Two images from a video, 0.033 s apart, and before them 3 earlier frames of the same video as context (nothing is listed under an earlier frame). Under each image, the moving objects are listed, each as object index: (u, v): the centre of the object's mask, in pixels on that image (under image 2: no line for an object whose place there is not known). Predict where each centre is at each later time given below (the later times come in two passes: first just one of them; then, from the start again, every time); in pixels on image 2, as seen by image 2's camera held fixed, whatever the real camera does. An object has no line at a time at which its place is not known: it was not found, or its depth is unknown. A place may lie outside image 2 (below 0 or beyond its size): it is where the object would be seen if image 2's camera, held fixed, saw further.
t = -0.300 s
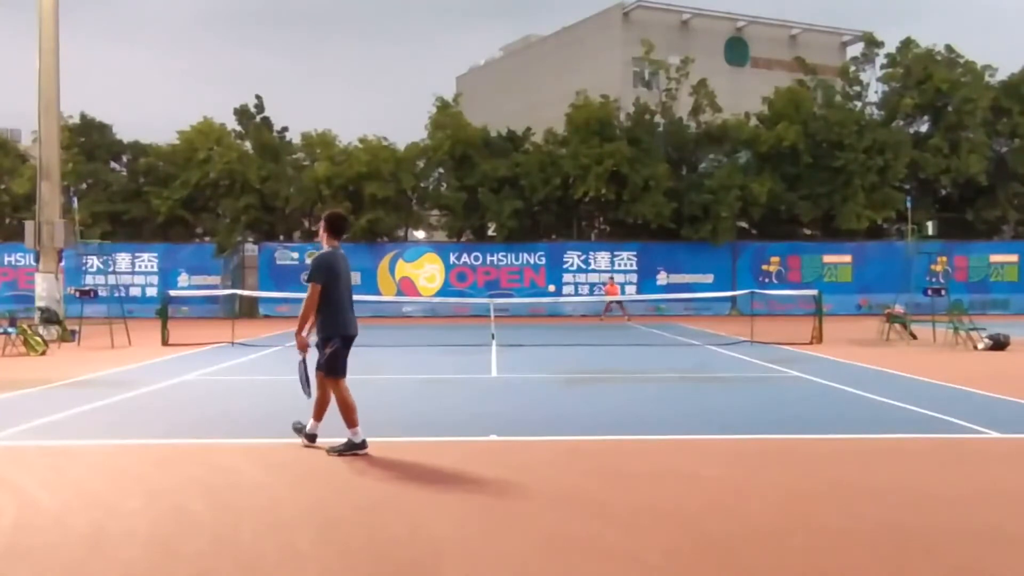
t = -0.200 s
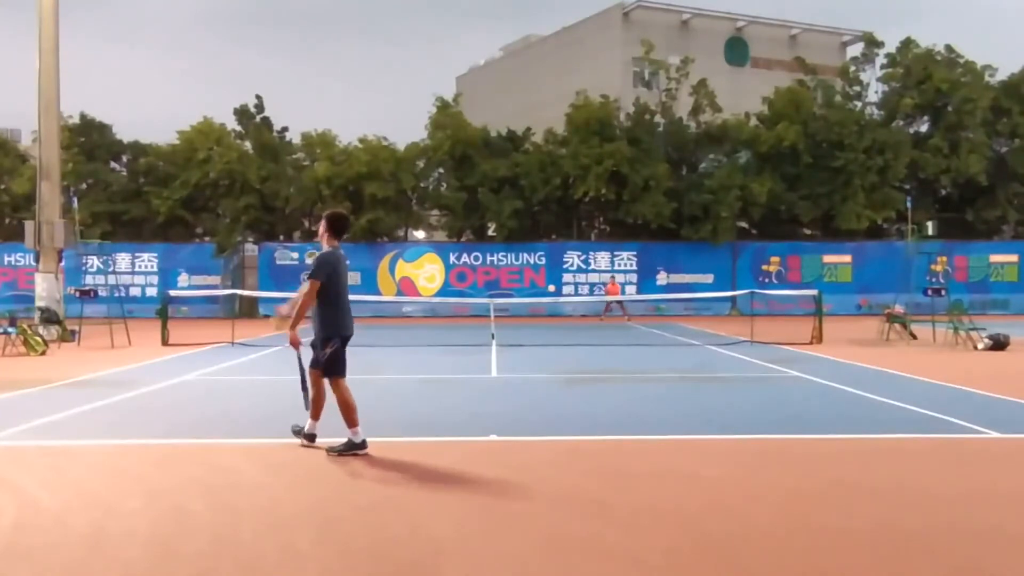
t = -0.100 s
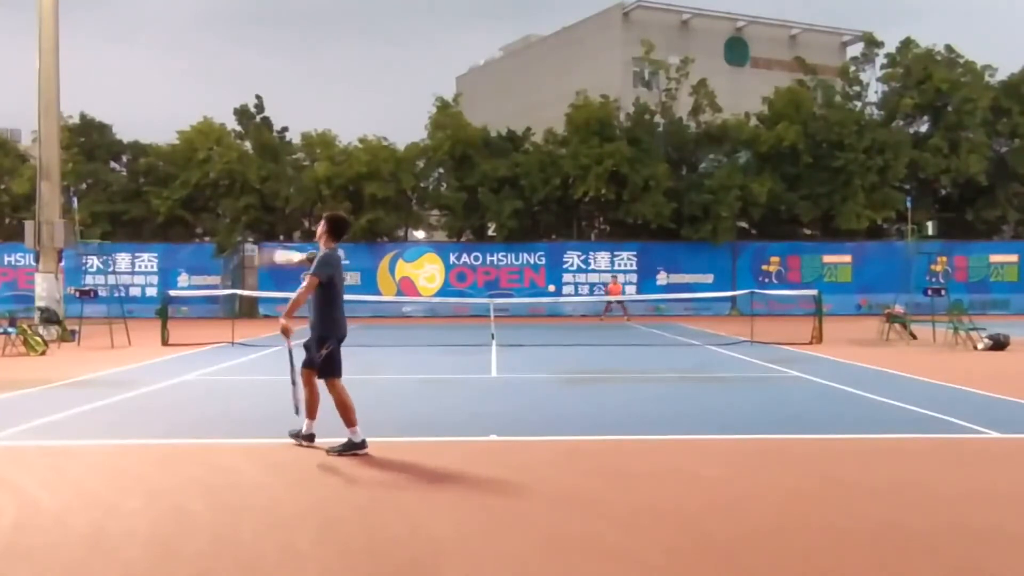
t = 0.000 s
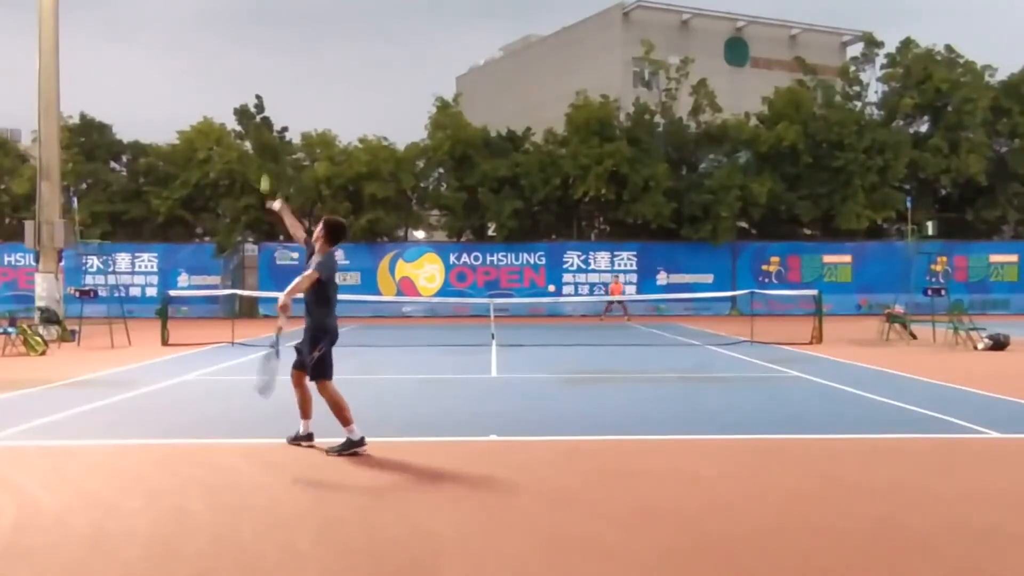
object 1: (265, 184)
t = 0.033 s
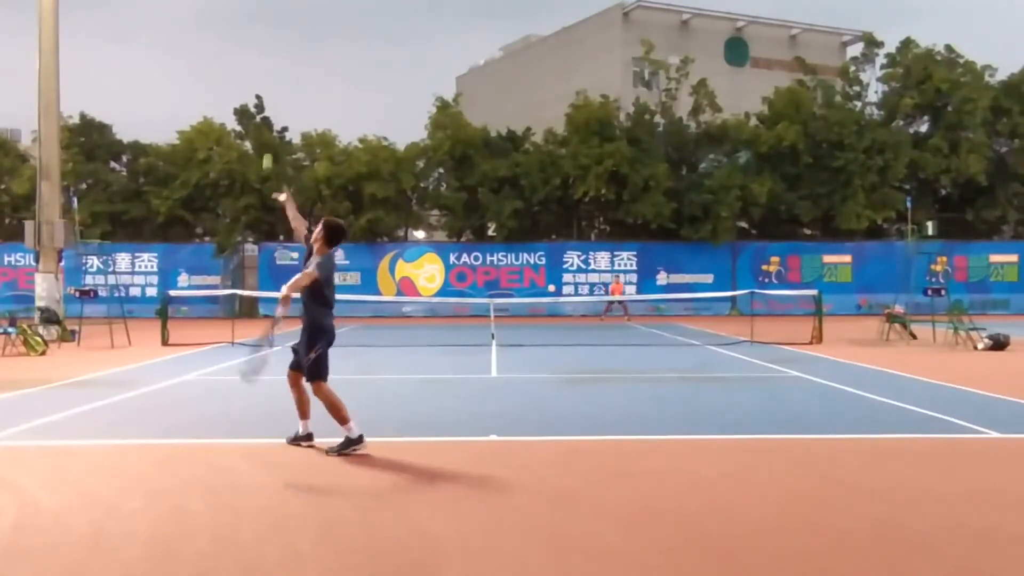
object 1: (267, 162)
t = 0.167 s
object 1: (276, 88)
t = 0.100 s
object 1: (270, 125)
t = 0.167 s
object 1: (276, 88)
